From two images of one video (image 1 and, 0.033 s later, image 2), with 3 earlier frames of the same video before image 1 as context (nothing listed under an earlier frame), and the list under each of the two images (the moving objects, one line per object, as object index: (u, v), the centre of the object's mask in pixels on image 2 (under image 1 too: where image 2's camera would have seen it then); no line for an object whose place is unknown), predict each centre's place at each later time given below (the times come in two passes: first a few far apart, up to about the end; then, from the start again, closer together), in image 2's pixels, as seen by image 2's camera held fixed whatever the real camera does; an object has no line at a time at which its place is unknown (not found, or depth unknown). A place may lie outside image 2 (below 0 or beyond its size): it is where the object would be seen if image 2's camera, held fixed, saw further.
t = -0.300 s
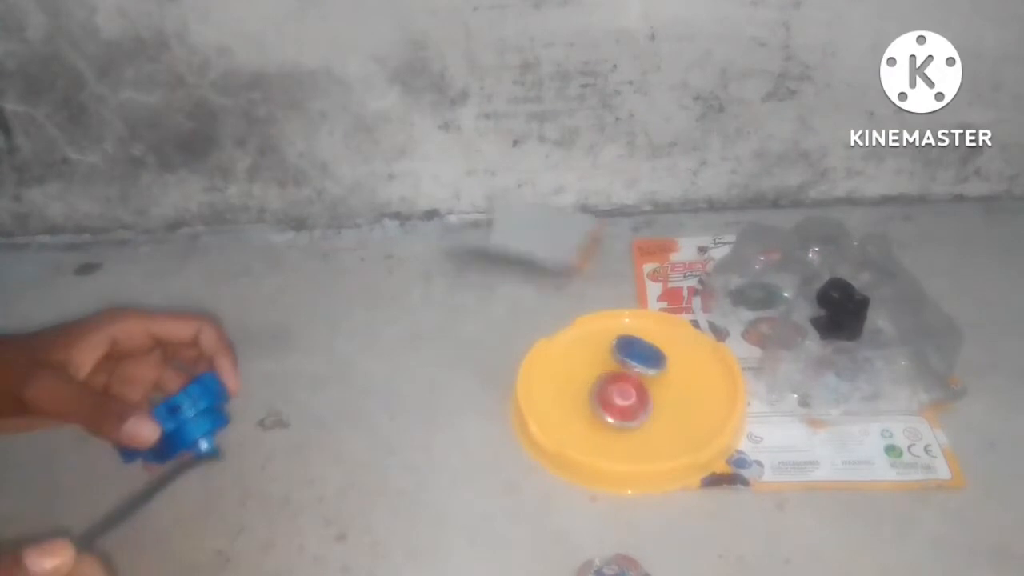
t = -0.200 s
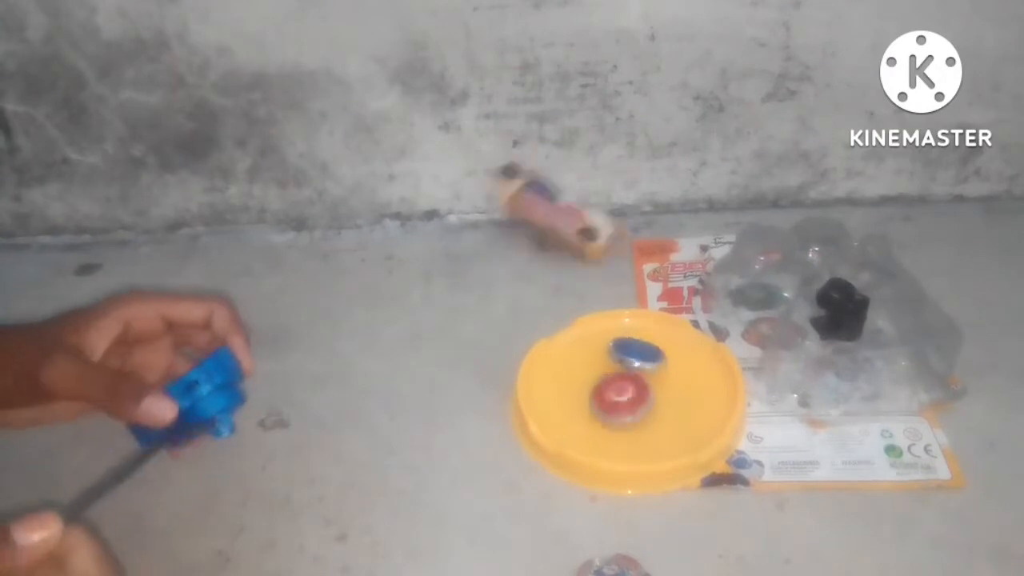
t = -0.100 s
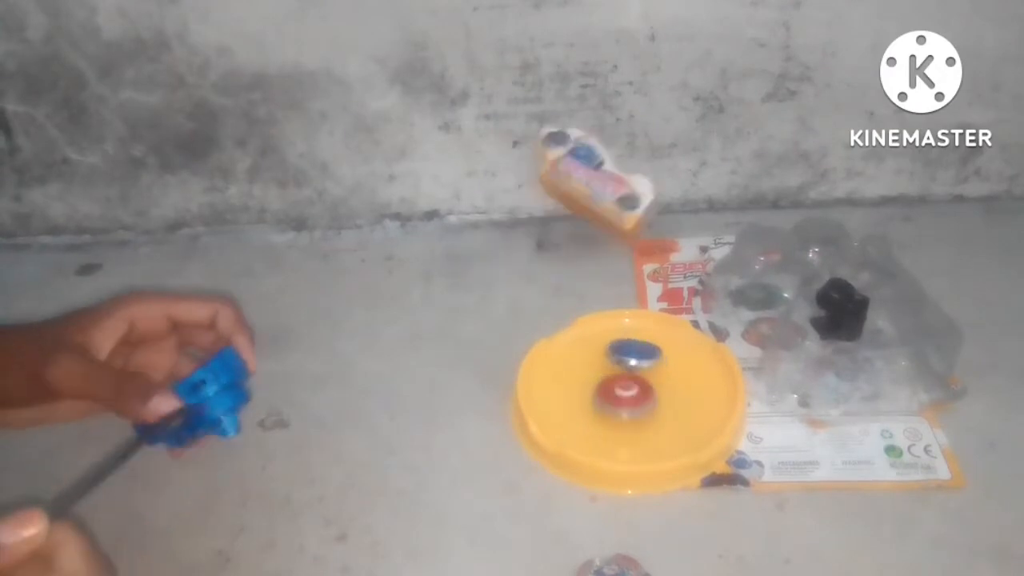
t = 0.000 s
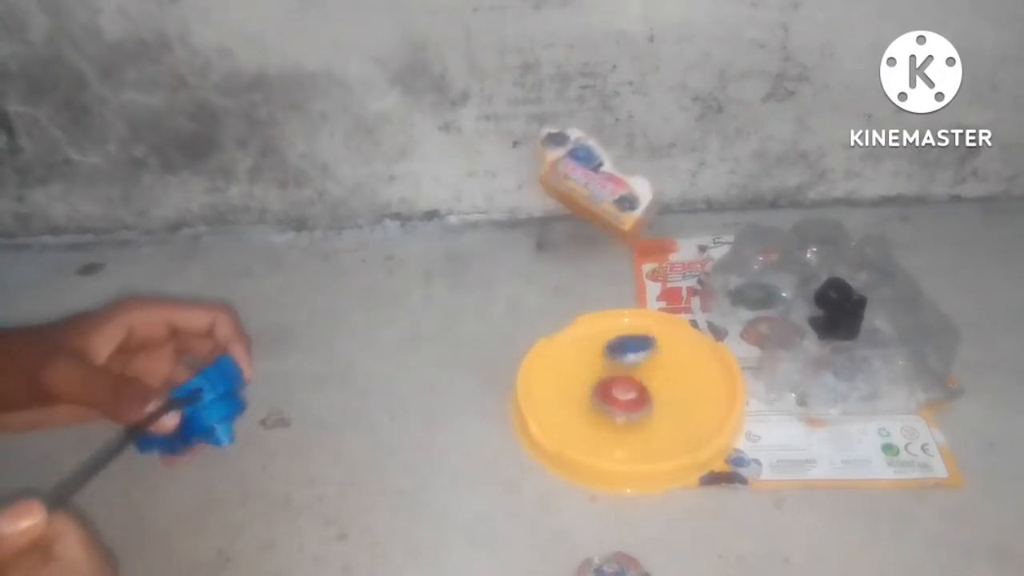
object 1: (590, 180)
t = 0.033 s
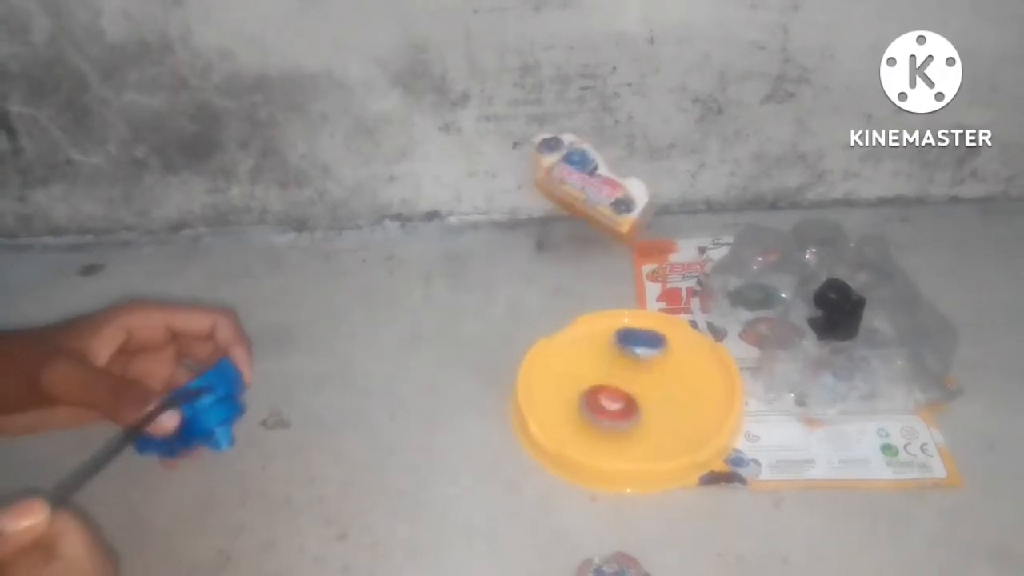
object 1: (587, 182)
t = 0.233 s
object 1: (563, 237)
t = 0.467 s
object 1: (564, 233)
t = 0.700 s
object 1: (563, 233)
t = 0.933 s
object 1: (564, 230)
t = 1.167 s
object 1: (565, 229)
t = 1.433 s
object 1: (566, 230)
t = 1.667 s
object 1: (566, 231)
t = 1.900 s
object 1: (564, 233)
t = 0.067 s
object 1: (584, 184)
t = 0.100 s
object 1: (574, 192)
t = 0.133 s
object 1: (568, 209)
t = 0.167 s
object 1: (568, 220)
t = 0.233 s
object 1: (563, 237)
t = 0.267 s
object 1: (565, 232)
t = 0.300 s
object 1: (565, 232)
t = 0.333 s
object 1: (564, 233)
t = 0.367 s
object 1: (564, 232)
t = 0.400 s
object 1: (564, 233)
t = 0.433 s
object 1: (564, 233)
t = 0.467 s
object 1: (564, 233)
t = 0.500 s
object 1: (564, 233)
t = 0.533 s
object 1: (564, 233)
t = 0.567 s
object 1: (564, 233)
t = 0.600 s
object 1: (564, 233)
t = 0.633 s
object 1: (564, 233)
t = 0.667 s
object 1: (564, 233)
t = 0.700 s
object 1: (563, 233)
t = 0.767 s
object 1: (563, 233)
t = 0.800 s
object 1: (564, 233)
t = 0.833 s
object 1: (564, 233)
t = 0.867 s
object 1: (564, 232)
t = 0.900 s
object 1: (564, 232)
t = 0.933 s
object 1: (564, 230)
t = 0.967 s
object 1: (564, 232)
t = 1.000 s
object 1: (564, 232)
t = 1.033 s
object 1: (565, 230)
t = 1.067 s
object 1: (565, 231)
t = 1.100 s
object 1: (565, 233)
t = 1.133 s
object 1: (565, 230)
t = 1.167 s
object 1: (565, 229)
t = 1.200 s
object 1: (566, 231)
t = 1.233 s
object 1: (566, 230)
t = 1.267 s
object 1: (566, 230)
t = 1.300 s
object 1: (566, 230)
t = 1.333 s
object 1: (566, 230)
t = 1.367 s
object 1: (566, 230)
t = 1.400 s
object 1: (565, 230)
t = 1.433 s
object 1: (566, 230)
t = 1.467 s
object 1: (565, 231)
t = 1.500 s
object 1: (565, 230)
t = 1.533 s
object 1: (566, 230)
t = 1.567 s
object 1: (565, 230)
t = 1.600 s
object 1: (566, 231)
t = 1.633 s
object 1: (565, 230)
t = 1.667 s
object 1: (566, 231)
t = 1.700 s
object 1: (565, 230)
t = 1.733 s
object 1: (565, 230)
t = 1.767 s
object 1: (566, 231)
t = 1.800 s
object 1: (565, 231)
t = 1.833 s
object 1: (564, 231)
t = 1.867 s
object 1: (564, 232)
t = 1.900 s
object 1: (564, 233)
